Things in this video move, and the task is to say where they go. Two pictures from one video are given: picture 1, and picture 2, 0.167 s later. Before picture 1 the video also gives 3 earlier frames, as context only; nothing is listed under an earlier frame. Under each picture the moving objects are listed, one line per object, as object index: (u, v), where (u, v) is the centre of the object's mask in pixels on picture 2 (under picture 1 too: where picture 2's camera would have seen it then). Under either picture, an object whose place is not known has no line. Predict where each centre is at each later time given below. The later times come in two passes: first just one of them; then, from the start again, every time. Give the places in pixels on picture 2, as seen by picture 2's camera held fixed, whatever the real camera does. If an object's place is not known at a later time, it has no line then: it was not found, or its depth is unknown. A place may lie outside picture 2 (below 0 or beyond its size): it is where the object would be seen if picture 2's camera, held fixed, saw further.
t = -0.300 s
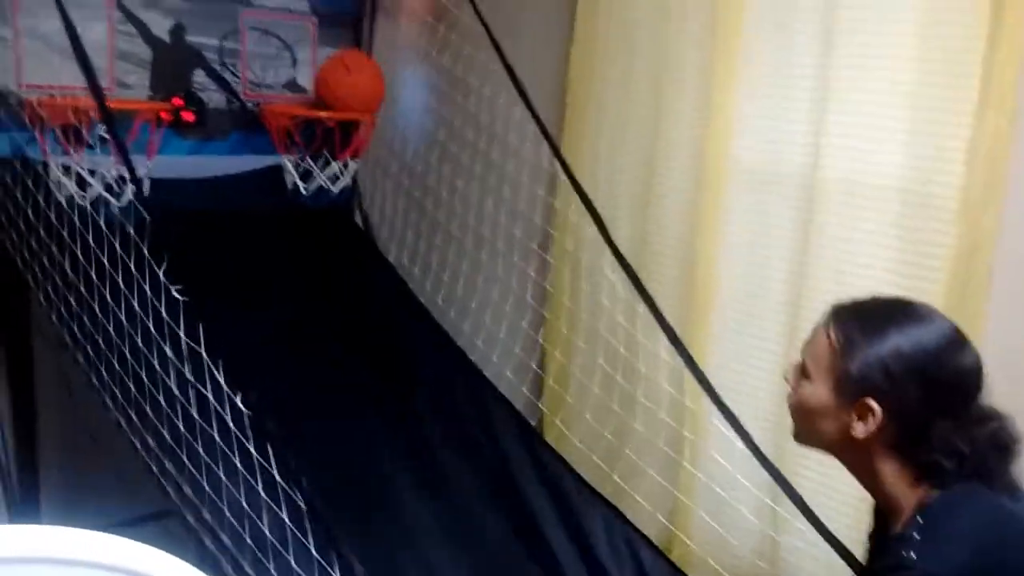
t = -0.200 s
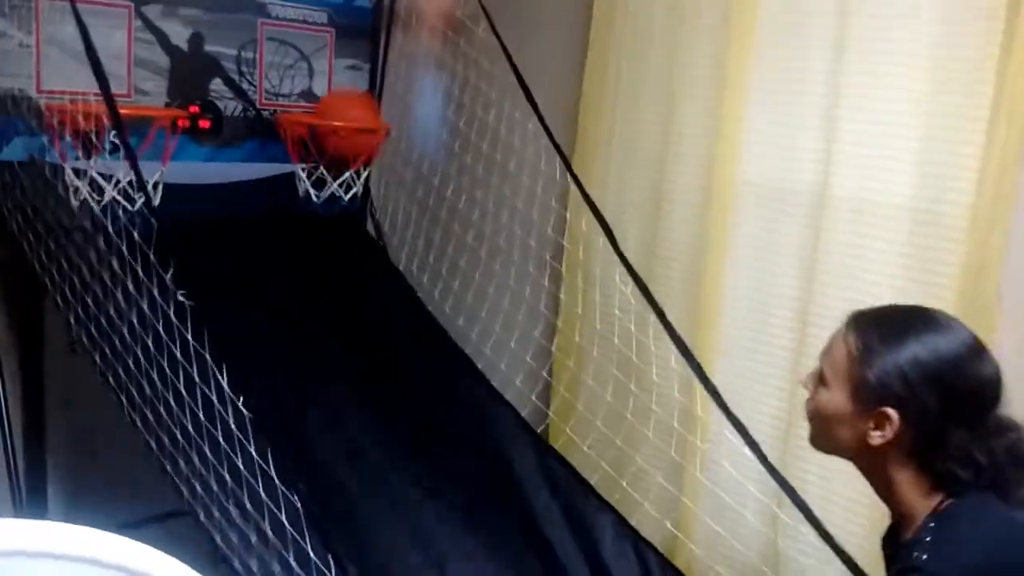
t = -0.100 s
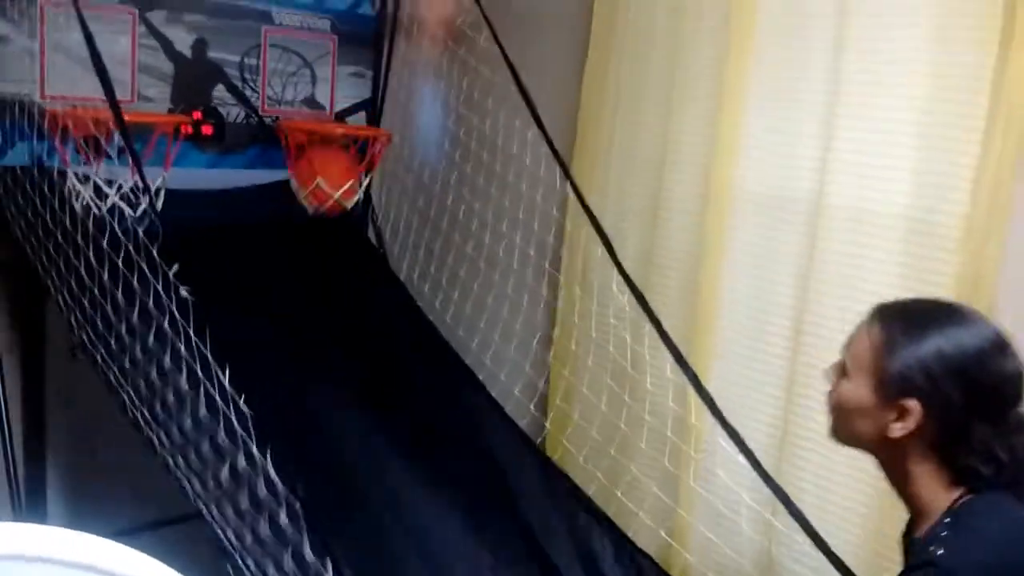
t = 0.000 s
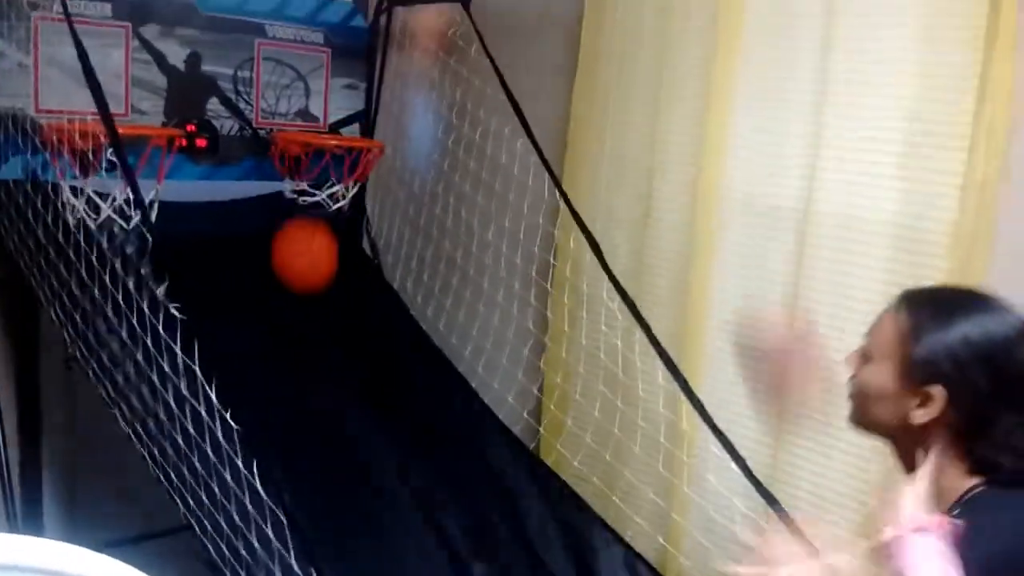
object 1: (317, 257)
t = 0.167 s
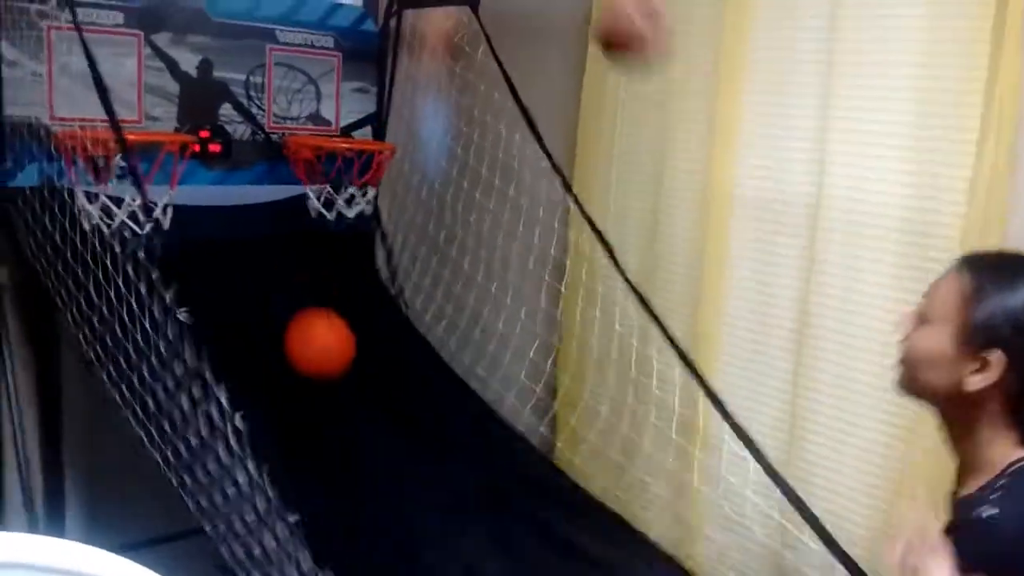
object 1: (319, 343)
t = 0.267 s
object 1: (342, 389)
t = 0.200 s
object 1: (327, 358)
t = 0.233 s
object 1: (334, 373)
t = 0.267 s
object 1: (342, 389)
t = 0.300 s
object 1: (351, 404)
